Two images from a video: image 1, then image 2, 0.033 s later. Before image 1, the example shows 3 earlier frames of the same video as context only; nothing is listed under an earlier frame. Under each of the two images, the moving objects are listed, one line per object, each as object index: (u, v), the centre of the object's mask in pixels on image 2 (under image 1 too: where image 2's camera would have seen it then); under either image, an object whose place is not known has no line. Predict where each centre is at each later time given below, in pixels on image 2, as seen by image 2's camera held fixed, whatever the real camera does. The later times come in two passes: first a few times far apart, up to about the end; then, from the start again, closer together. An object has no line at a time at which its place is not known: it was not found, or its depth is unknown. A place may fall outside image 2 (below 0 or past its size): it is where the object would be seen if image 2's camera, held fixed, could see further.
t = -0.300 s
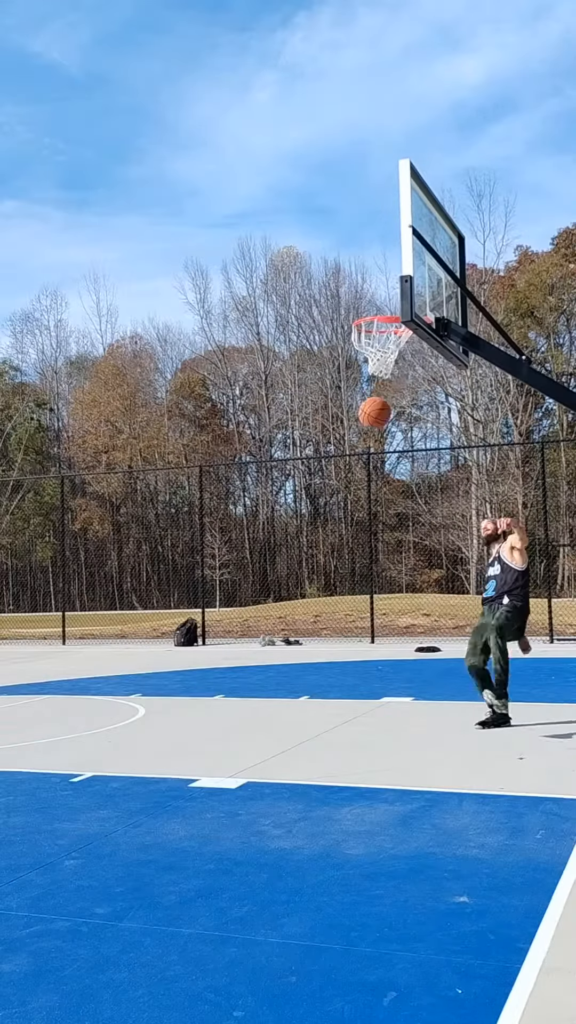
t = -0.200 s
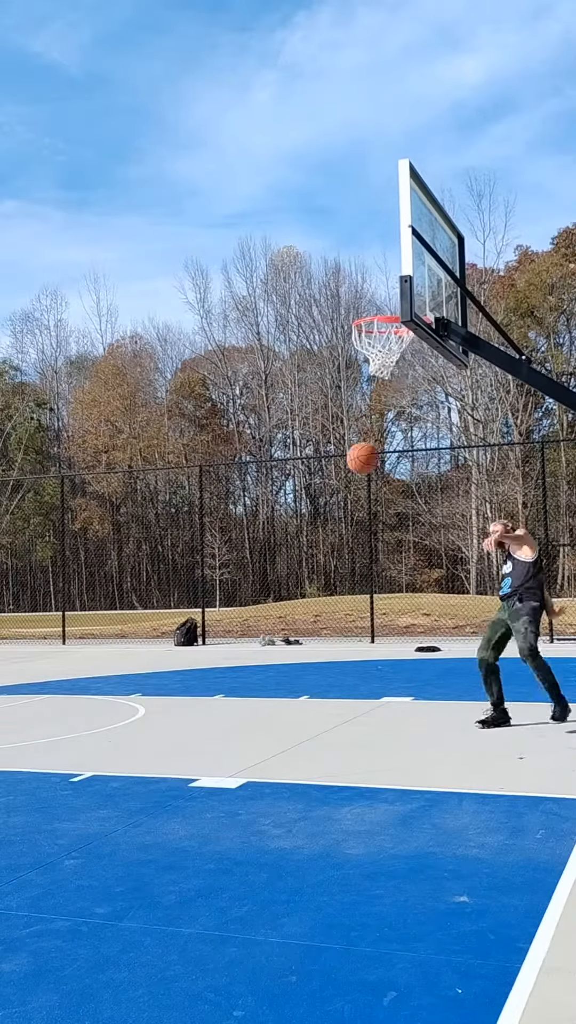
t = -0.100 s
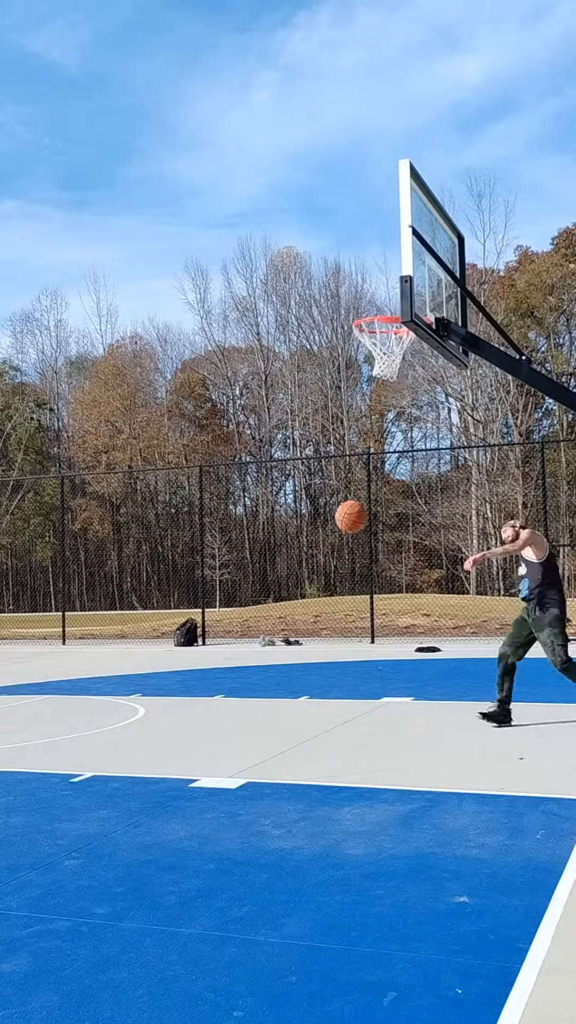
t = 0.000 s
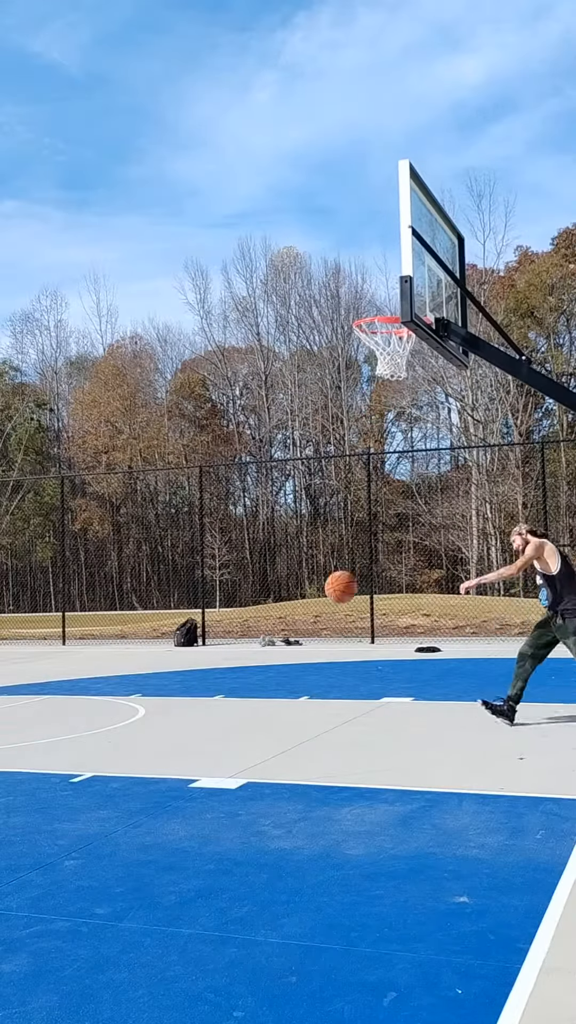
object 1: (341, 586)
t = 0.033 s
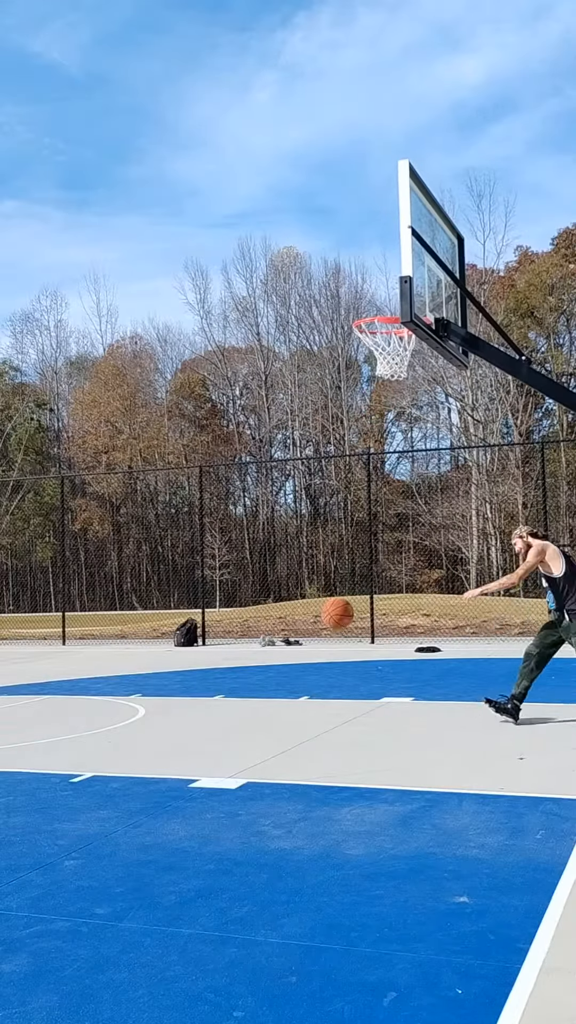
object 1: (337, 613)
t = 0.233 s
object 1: (315, 670)
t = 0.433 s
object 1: (289, 573)
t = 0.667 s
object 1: (261, 529)
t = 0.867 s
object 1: (239, 544)
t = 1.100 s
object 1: (215, 621)
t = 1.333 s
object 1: (193, 681)
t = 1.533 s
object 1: (171, 618)
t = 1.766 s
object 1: (146, 605)
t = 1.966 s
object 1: (125, 644)
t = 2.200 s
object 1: (104, 687)
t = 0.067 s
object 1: (334, 641)
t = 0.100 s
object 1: (331, 670)
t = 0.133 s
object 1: (328, 700)
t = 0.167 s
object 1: (324, 715)
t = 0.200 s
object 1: (319, 691)
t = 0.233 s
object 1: (315, 670)
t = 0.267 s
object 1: (310, 650)
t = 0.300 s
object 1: (306, 631)
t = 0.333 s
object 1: (301, 615)
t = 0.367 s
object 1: (297, 599)
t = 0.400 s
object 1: (293, 585)
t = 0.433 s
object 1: (289, 573)
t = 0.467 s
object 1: (284, 563)
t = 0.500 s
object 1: (280, 554)
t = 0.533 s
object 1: (276, 546)
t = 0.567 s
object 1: (272, 539)
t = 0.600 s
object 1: (269, 534)
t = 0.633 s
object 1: (265, 531)
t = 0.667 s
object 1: (261, 529)
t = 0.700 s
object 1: (257, 528)
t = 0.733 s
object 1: (253, 528)
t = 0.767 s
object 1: (250, 530)
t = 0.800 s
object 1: (247, 533)
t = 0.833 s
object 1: (242, 538)
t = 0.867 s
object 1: (239, 544)
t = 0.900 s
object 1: (236, 551)
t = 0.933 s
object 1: (232, 560)
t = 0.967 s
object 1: (229, 569)
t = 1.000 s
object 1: (225, 580)
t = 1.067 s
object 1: (219, 606)
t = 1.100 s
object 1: (215, 621)
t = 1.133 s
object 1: (213, 637)
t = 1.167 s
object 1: (210, 655)
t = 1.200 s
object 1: (207, 674)
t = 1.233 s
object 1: (204, 694)
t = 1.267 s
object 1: (201, 713)
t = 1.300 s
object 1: (197, 697)
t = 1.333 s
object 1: (193, 681)
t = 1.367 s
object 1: (189, 668)
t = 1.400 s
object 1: (185, 655)
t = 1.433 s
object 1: (181, 643)
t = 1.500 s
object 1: (174, 626)
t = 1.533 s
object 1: (171, 618)
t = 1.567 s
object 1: (167, 612)
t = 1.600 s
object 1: (163, 608)
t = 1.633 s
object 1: (159, 605)
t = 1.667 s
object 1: (156, 603)
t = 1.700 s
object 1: (152, 602)
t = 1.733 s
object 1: (149, 603)
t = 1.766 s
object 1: (146, 605)
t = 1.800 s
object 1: (142, 608)
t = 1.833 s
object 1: (139, 612)
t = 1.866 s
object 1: (135, 619)
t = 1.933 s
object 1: (129, 634)
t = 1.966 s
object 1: (125, 644)
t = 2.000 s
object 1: (123, 655)
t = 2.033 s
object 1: (119, 667)
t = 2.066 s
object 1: (116, 681)
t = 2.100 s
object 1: (113, 695)
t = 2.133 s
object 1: (111, 709)
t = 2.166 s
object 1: (107, 697)
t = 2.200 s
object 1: (104, 687)
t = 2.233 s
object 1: (101, 677)
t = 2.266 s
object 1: (99, 668)
